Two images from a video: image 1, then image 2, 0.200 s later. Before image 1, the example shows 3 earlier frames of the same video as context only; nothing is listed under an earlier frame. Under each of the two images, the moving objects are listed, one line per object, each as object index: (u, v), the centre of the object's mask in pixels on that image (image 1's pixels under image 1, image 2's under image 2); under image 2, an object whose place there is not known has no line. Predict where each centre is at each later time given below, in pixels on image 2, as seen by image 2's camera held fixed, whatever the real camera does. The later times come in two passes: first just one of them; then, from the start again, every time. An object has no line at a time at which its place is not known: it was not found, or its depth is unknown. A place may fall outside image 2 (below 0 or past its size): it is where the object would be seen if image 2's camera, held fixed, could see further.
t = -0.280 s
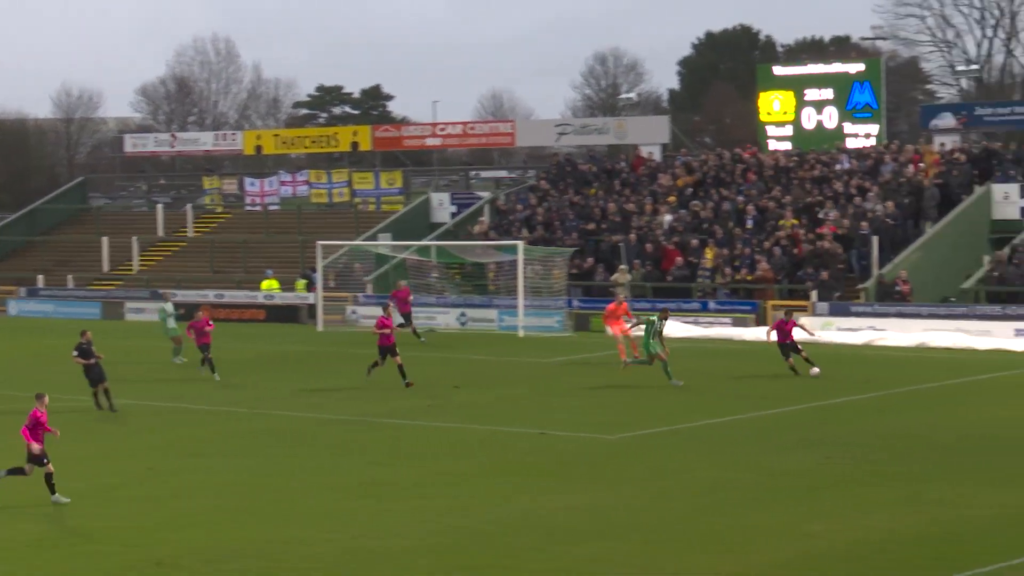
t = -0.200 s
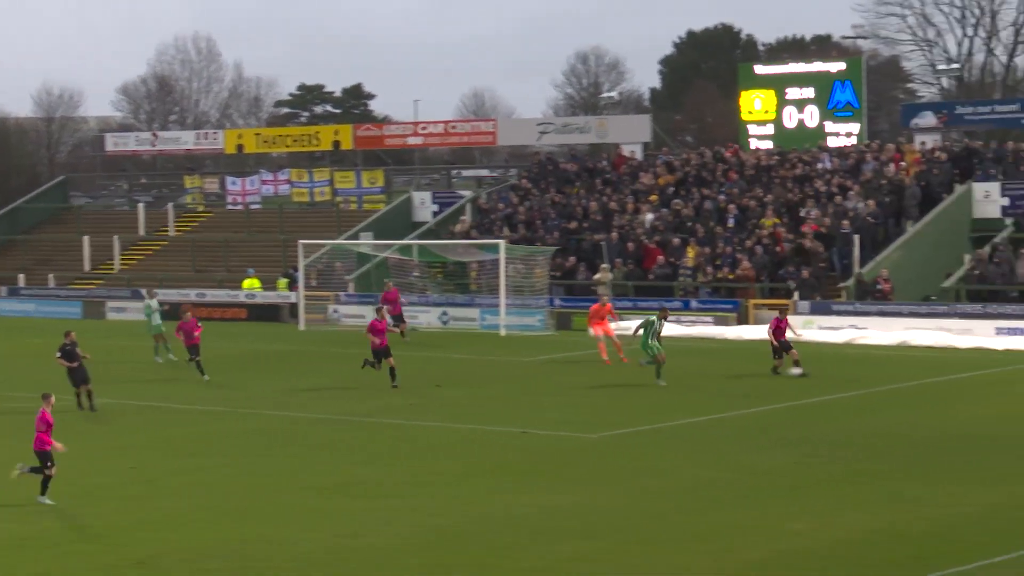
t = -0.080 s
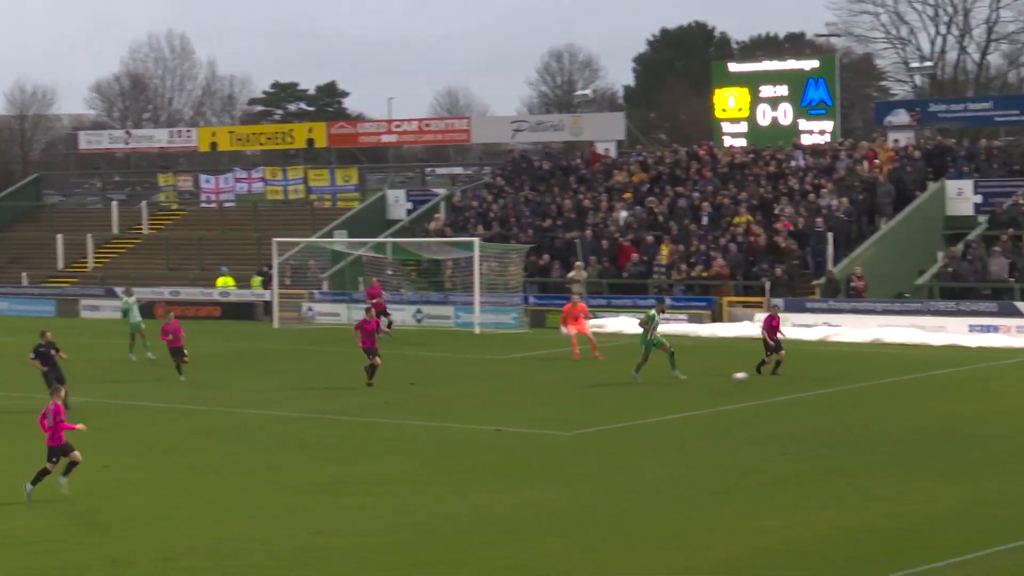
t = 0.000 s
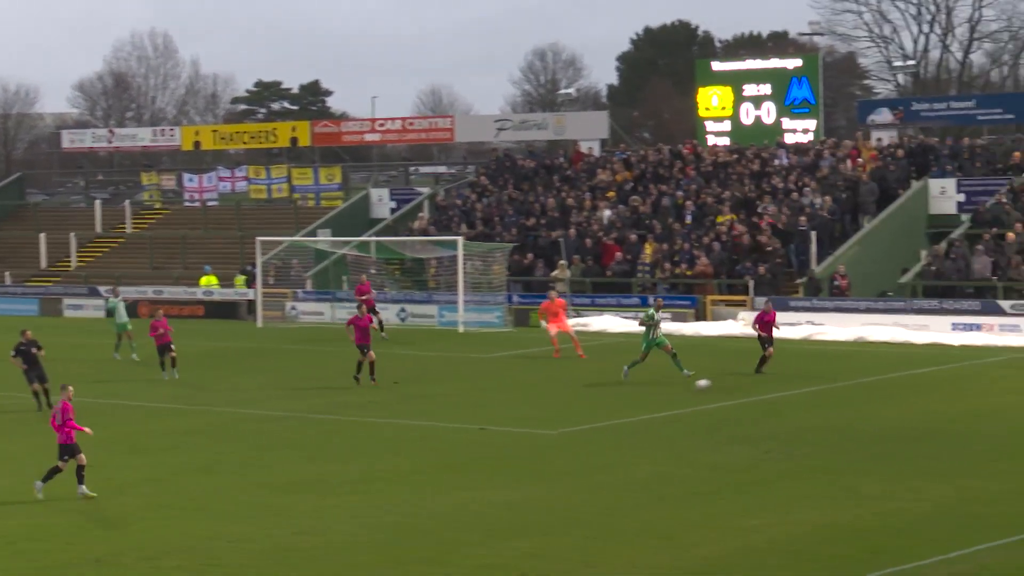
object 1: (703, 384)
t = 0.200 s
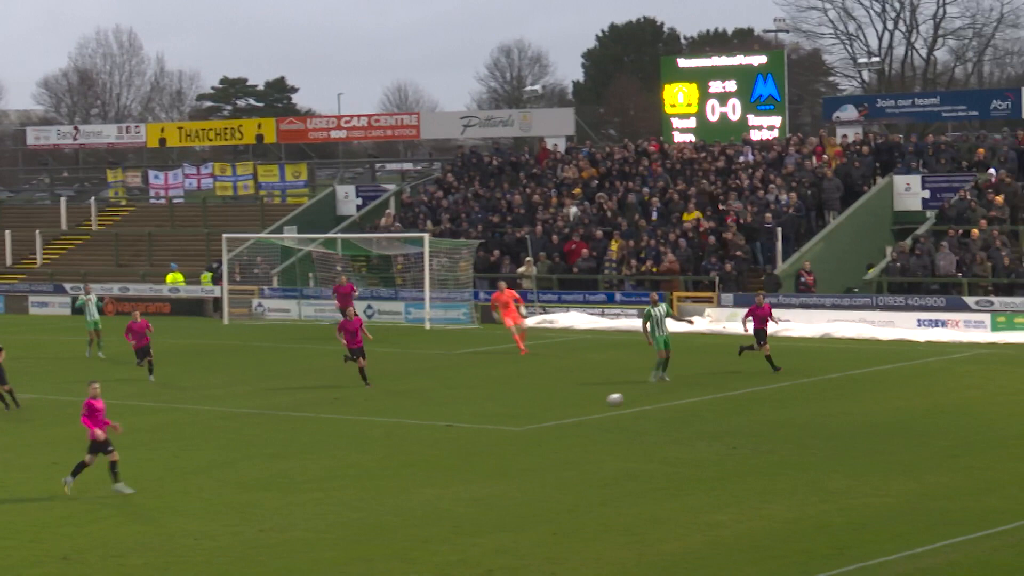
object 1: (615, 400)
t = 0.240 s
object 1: (603, 403)
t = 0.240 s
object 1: (603, 403)
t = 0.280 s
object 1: (591, 408)
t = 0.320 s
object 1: (580, 411)
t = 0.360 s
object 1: (569, 413)
